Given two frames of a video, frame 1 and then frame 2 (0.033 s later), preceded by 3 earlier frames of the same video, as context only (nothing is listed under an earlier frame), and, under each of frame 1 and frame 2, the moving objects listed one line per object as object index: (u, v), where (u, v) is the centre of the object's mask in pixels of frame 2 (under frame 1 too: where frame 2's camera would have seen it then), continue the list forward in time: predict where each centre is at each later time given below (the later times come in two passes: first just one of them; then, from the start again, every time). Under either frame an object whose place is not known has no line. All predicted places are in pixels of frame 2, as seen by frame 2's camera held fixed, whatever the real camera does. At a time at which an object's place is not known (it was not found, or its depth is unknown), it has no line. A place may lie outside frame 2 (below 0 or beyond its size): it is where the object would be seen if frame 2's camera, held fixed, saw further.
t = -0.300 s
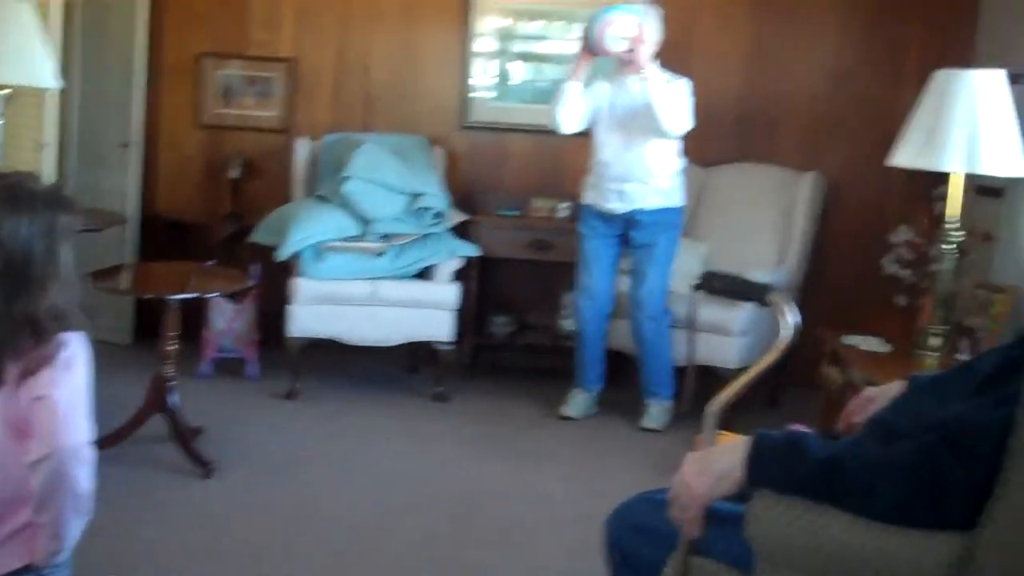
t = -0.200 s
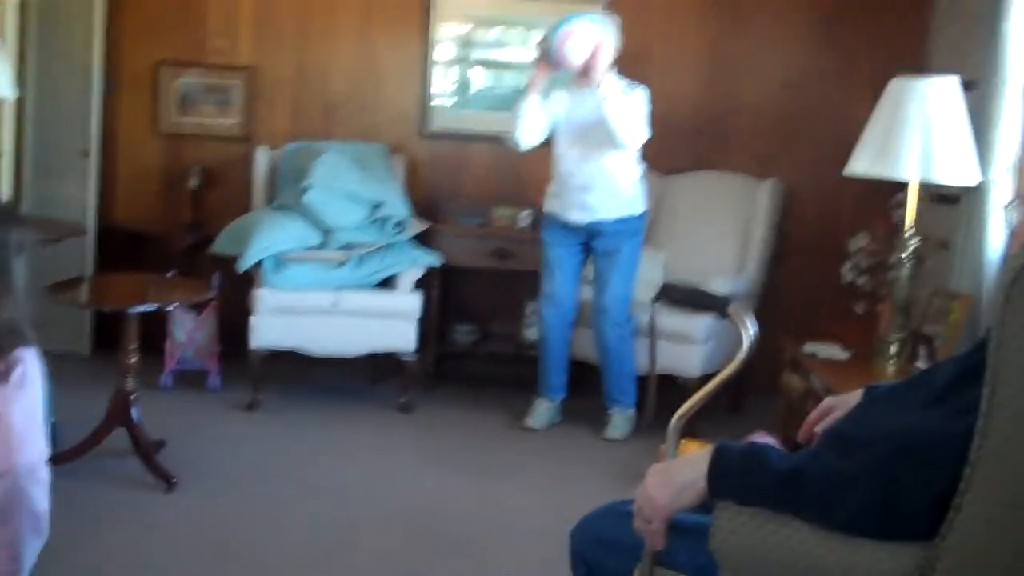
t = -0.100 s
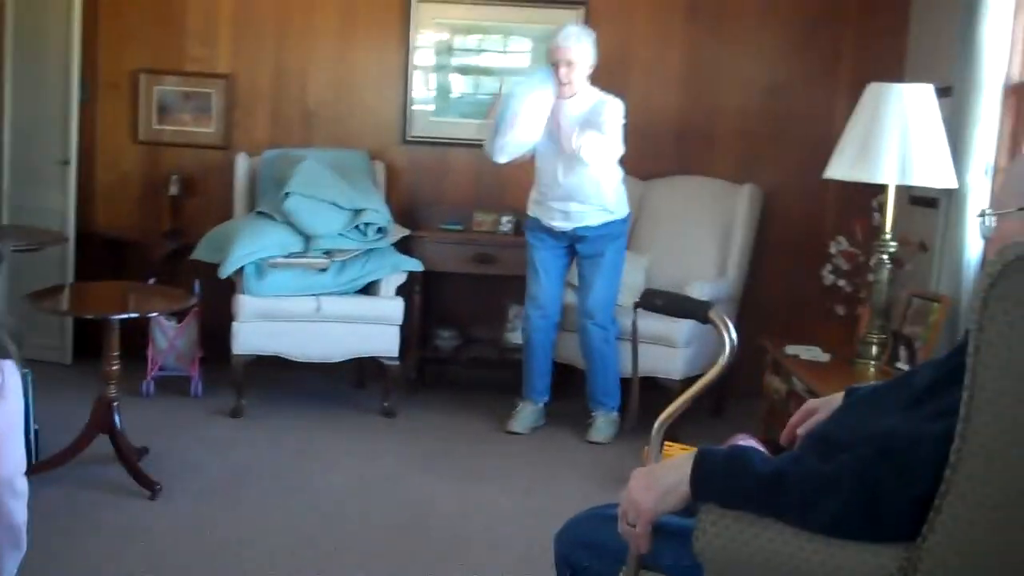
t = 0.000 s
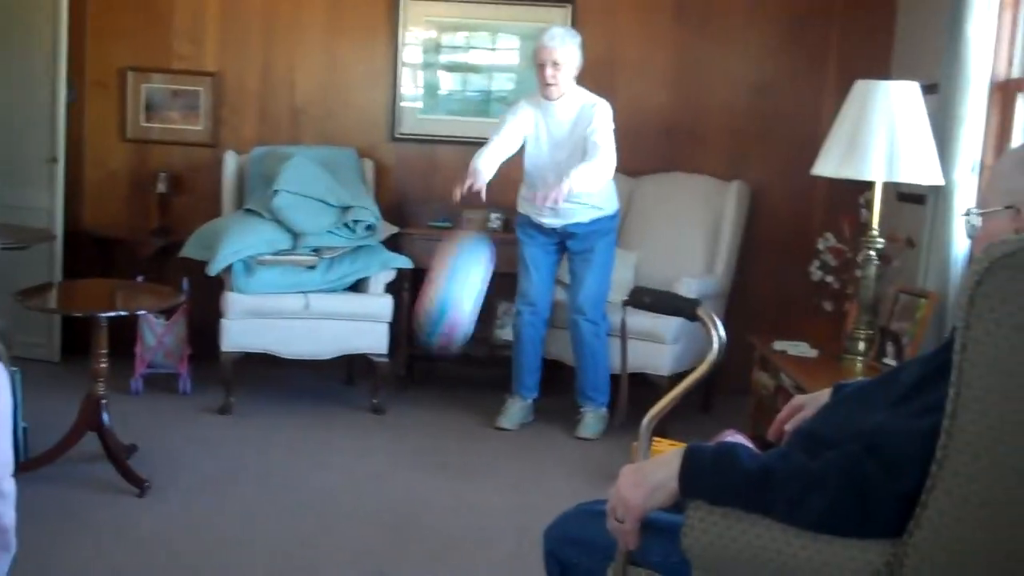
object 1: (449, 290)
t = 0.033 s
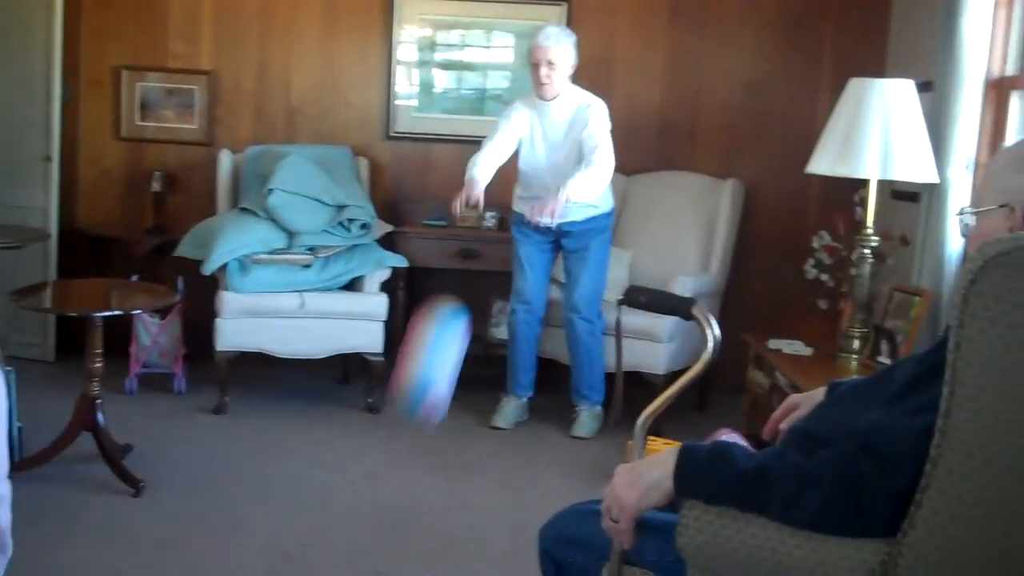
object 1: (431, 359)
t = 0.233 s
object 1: (356, 363)
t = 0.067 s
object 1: (412, 438)
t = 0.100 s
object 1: (394, 504)
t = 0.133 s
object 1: (383, 465)
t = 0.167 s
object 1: (371, 427)
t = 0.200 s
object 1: (363, 393)
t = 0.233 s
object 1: (356, 363)
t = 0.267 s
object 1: (351, 331)
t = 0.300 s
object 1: (337, 289)
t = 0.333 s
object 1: (323, 262)
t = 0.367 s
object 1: (310, 234)
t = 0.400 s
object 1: (298, 211)
